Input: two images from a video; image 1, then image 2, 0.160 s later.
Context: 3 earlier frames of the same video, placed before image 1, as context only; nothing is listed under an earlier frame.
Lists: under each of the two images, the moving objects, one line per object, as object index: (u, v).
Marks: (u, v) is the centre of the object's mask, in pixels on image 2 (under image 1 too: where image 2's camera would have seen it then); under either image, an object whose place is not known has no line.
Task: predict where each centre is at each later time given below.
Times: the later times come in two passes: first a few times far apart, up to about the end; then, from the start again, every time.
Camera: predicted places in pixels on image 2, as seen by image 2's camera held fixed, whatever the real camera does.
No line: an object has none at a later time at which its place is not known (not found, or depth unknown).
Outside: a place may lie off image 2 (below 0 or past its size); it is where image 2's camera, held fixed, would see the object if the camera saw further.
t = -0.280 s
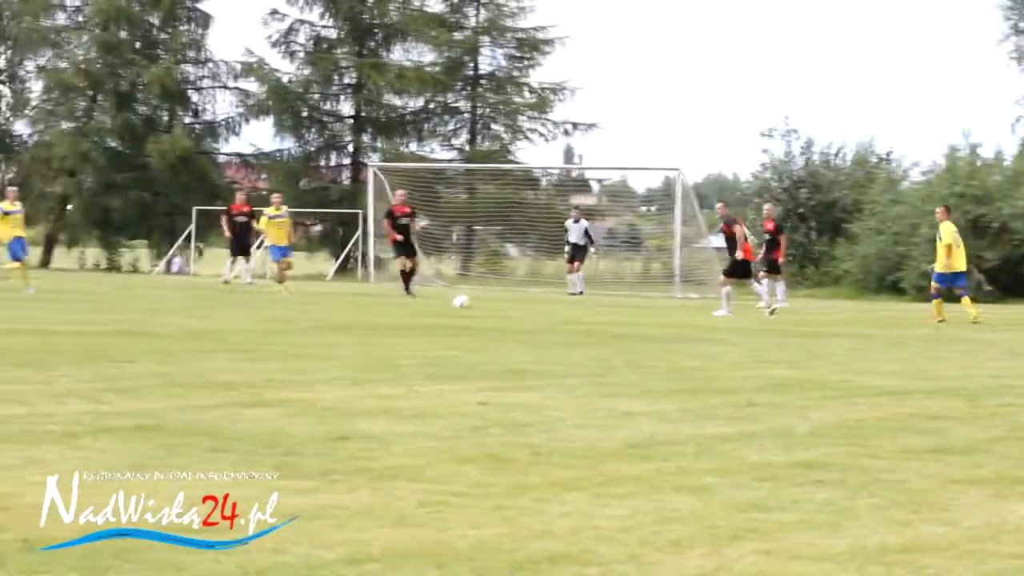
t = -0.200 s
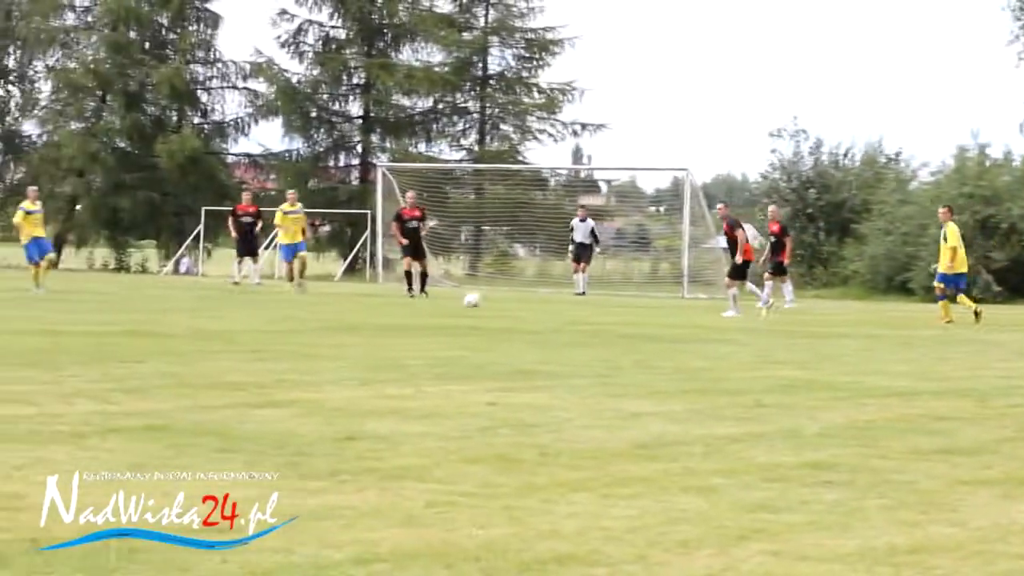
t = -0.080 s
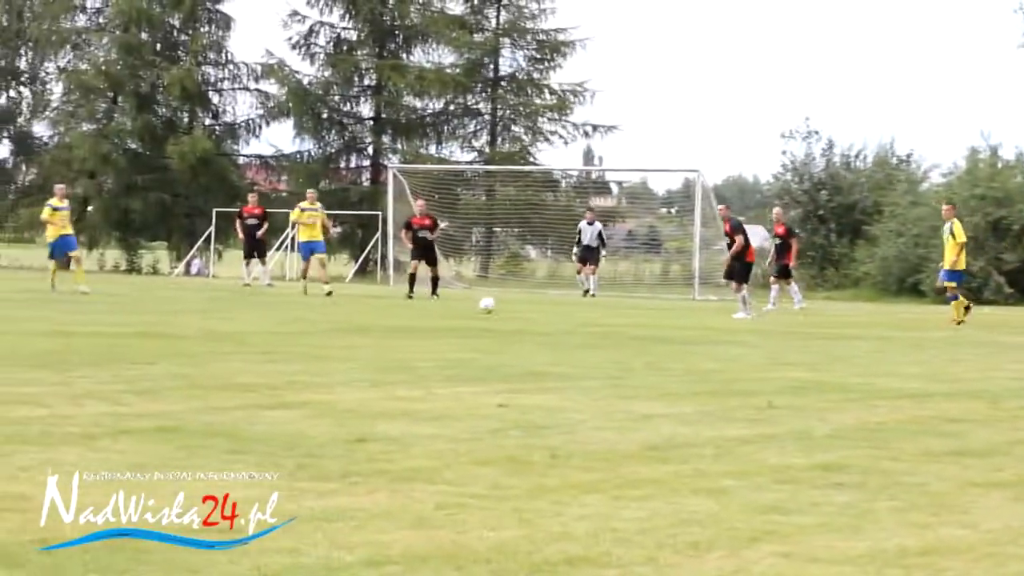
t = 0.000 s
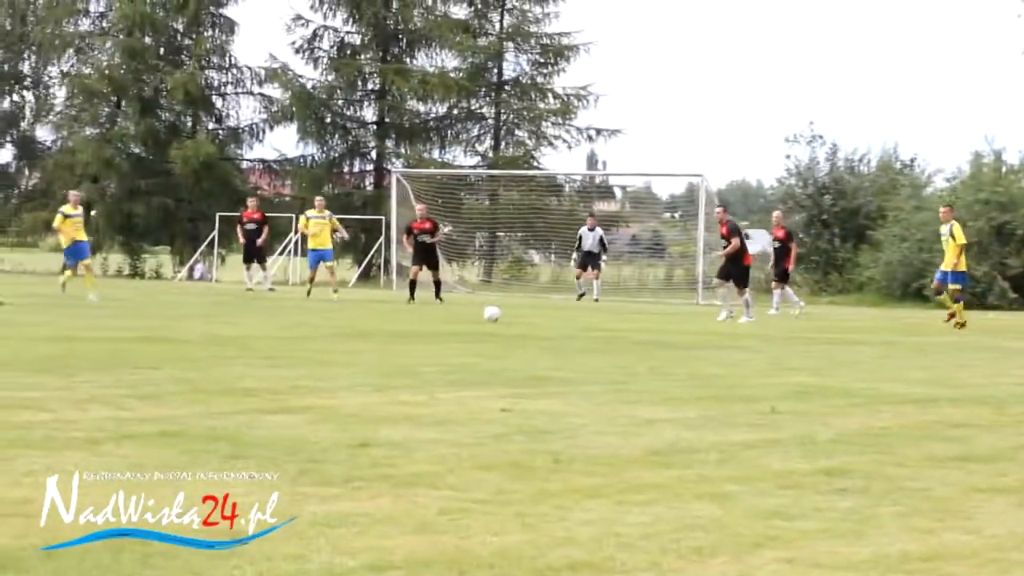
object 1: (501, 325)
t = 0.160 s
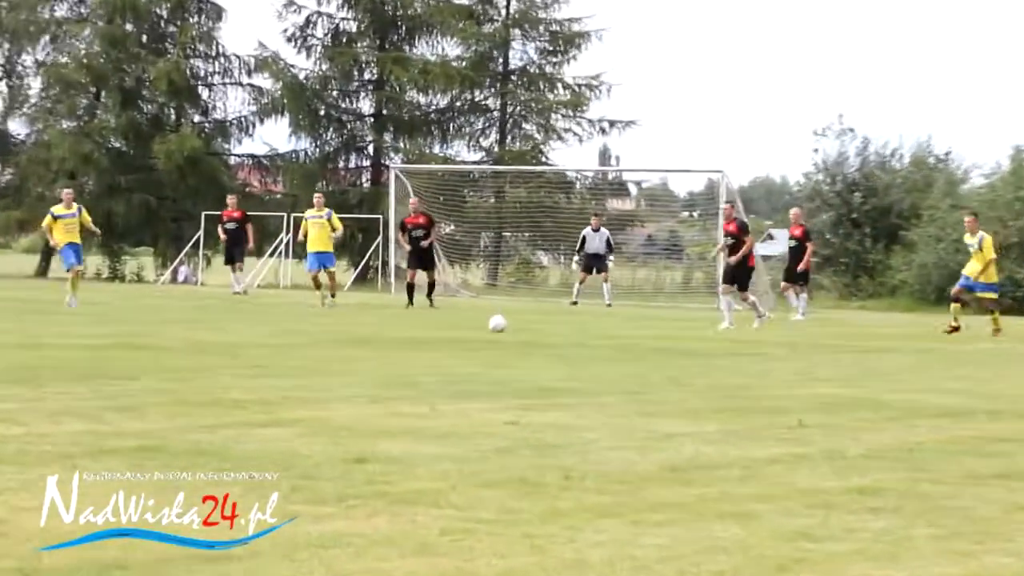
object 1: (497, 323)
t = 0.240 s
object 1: (497, 323)
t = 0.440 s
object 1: (497, 333)
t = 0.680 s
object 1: (491, 339)
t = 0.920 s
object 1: (480, 343)
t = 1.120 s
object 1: (468, 349)
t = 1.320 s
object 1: (453, 353)
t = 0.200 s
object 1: (496, 323)
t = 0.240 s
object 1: (497, 323)
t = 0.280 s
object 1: (497, 322)
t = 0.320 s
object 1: (497, 323)
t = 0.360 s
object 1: (497, 330)
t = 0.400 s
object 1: (497, 332)
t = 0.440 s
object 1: (497, 333)
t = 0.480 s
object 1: (497, 332)
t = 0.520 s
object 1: (497, 331)
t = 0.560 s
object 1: (496, 333)
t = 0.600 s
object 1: (494, 336)
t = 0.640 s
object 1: (492, 339)
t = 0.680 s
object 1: (491, 339)
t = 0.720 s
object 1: (490, 339)
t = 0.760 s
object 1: (488, 339)
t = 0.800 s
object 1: (486, 340)
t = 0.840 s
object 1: (484, 342)
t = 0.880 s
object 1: (483, 342)
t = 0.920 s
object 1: (480, 343)
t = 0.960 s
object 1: (478, 344)
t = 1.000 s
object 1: (475, 346)
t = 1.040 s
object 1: (473, 346)
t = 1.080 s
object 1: (470, 348)
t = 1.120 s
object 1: (468, 349)
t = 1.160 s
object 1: (465, 350)
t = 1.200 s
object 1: (462, 351)
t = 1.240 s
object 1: (459, 351)
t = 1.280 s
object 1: (456, 353)
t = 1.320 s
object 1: (453, 353)
